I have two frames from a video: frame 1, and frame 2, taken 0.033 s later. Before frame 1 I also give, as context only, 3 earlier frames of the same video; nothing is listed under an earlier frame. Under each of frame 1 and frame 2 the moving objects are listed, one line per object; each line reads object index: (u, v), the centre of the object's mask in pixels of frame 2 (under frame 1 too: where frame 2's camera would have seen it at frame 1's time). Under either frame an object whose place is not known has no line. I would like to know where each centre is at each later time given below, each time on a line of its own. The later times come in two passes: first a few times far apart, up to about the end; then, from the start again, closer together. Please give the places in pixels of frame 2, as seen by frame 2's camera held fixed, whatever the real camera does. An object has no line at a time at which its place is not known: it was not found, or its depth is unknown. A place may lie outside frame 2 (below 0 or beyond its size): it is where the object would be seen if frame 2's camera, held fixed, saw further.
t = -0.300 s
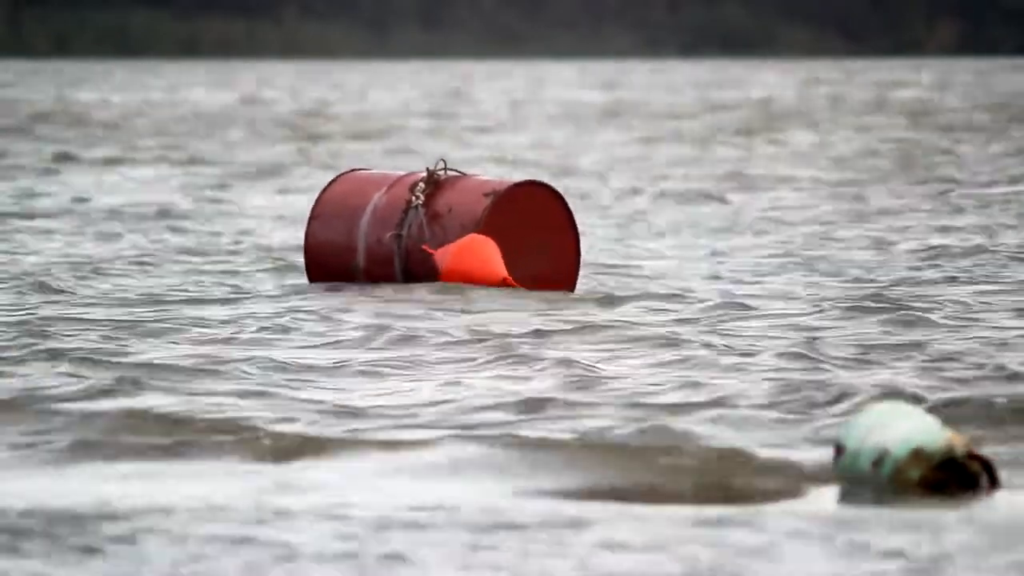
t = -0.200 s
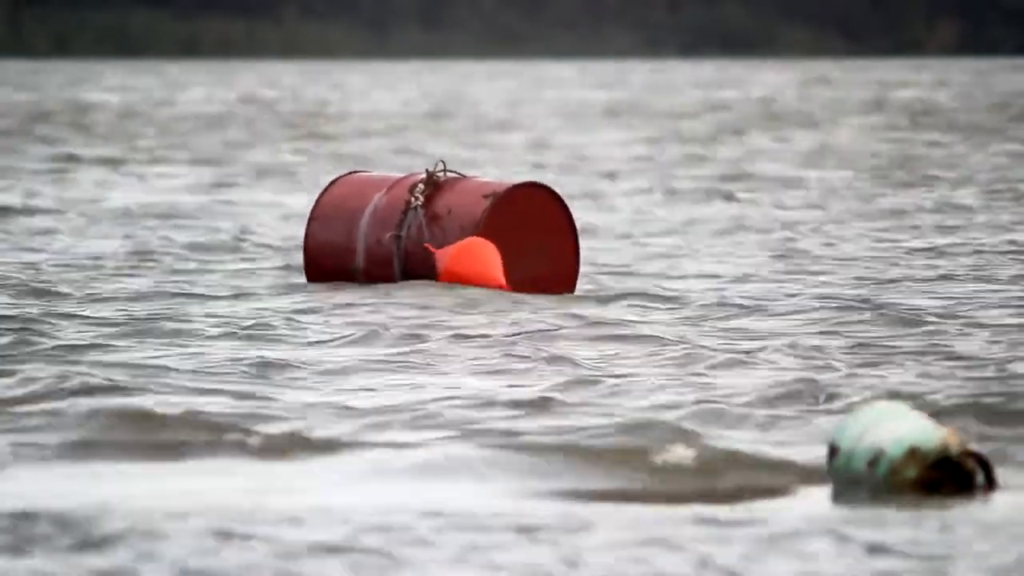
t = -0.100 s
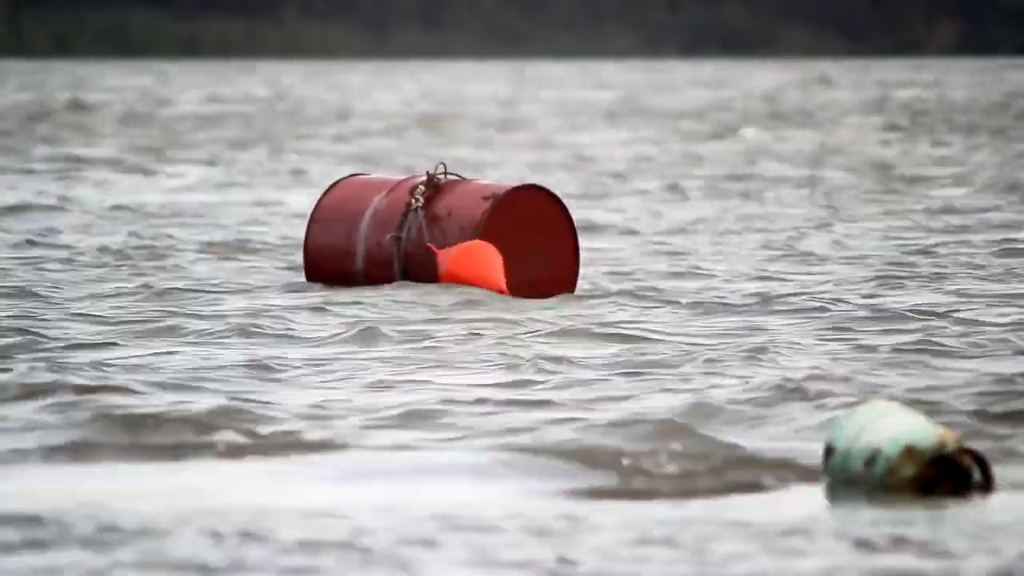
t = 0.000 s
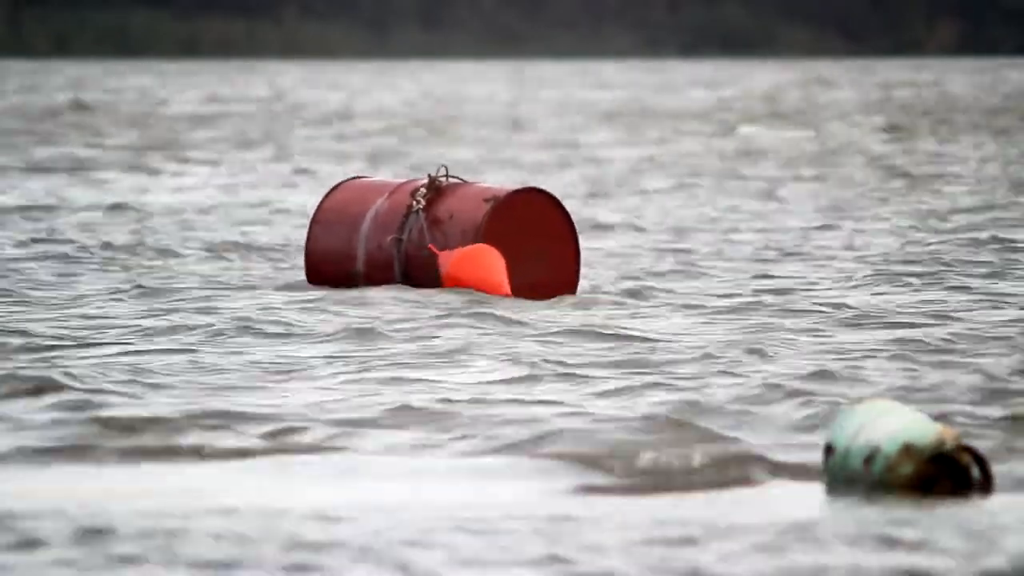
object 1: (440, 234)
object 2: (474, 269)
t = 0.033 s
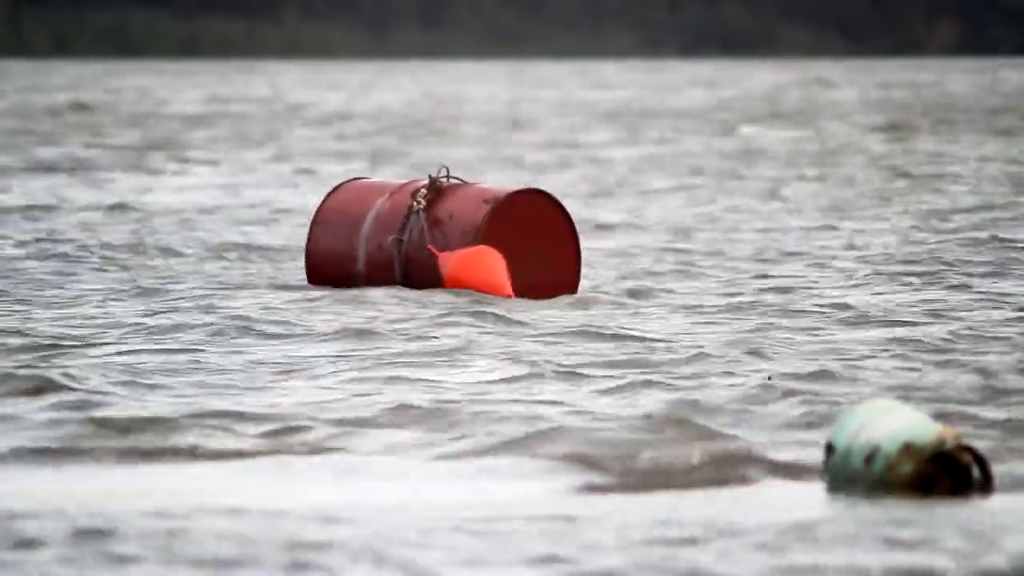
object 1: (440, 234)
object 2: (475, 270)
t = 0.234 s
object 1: (440, 236)
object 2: (474, 274)
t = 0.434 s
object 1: (441, 239)
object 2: (473, 276)
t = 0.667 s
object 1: (441, 238)
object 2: (475, 275)
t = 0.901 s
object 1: (443, 236)
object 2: (474, 272)
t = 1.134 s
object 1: (446, 232)
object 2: (468, 269)
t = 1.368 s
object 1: (446, 231)
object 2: (463, 269)
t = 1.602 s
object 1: (443, 232)
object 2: (462, 269)
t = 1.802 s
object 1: (442, 234)
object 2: (459, 272)
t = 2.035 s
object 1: (444, 234)
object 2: (458, 270)
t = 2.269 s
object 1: (446, 235)
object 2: (457, 270)
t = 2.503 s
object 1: (448, 236)
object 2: (456, 271)
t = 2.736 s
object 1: (448, 236)
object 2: (456, 275)
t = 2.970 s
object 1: (449, 236)
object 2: (457, 274)
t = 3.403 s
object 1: (449, 234)
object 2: (459, 271)
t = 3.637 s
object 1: (450, 231)
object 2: (457, 270)
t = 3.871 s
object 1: (449, 231)
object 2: (457, 270)
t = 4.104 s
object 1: (446, 234)
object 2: (461, 270)
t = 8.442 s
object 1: (446, 235)
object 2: (465, 269)
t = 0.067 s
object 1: (440, 234)
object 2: (476, 271)
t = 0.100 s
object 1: (440, 235)
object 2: (477, 272)
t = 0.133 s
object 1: (439, 235)
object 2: (476, 272)
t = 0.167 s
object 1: (439, 235)
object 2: (475, 273)
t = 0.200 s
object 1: (439, 235)
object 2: (475, 273)
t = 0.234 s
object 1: (440, 236)
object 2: (474, 274)
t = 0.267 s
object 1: (439, 237)
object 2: (473, 274)
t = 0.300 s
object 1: (440, 237)
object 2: (473, 275)
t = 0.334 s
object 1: (440, 238)
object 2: (472, 276)
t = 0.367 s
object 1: (440, 238)
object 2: (472, 276)
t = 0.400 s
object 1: (441, 239)
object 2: (472, 276)
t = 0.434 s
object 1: (441, 239)
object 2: (473, 276)
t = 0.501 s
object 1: (442, 239)
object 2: (473, 276)
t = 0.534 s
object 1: (441, 239)
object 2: (474, 276)
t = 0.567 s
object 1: (442, 239)
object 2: (475, 276)
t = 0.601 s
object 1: (441, 238)
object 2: (475, 276)
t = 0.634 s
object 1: (441, 238)
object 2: (475, 276)
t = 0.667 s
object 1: (441, 238)
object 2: (475, 275)
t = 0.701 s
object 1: (441, 238)
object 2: (475, 274)
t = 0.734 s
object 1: (442, 238)
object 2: (475, 274)
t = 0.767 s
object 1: (442, 237)
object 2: (475, 273)
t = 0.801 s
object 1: (442, 237)
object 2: (475, 273)
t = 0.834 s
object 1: (442, 237)
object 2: (475, 273)
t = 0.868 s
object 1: (442, 236)
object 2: (475, 272)
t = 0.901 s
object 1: (443, 236)
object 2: (474, 272)
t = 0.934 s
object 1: (444, 235)
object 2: (474, 271)
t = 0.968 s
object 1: (445, 235)
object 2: (473, 270)
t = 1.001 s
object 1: (445, 234)
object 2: (473, 270)
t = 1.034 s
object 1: (446, 233)
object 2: (472, 269)
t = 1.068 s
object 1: (446, 233)
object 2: (470, 269)
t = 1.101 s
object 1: (446, 233)
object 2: (469, 269)
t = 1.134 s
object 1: (446, 232)
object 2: (468, 269)
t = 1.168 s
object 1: (446, 232)
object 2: (468, 269)
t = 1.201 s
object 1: (446, 232)
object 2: (467, 269)
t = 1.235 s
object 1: (446, 231)
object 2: (466, 269)
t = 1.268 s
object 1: (446, 231)
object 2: (465, 269)
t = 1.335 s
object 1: (446, 231)
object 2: (463, 269)
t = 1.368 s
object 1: (446, 231)
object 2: (463, 269)
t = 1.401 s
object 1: (446, 231)
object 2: (462, 269)
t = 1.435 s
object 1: (446, 231)
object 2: (462, 269)
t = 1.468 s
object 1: (445, 231)
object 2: (462, 269)
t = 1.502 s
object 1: (445, 231)
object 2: (462, 269)
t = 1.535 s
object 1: (444, 231)
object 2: (462, 269)
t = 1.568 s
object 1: (443, 232)
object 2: (462, 269)
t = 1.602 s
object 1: (443, 232)
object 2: (462, 269)
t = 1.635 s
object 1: (443, 232)
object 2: (461, 270)
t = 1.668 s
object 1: (443, 233)
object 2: (460, 270)
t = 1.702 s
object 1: (442, 233)
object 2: (460, 271)
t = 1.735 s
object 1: (442, 233)
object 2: (460, 271)
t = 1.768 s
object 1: (442, 234)
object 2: (459, 271)
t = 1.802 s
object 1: (442, 234)
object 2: (459, 272)
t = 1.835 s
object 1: (442, 234)
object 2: (459, 271)
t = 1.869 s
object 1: (442, 234)
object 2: (459, 271)
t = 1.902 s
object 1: (443, 234)
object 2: (459, 271)
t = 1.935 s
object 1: (443, 234)
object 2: (459, 271)
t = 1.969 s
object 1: (443, 234)
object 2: (459, 271)
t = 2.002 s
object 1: (443, 234)
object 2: (459, 270)
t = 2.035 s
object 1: (444, 234)
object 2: (458, 270)
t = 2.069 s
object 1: (444, 234)
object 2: (459, 270)
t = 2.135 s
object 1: (445, 234)
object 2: (459, 270)
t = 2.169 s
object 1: (445, 235)
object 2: (459, 270)
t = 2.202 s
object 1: (446, 234)
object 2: (459, 270)
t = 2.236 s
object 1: (446, 234)
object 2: (458, 270)
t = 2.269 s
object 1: (446, 235)
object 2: (457, 270)
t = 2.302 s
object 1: (447, 235)
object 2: (457, 270)
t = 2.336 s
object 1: (447, 236)
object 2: (457, 270)
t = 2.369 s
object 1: (447, 236)
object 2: (457, 270)
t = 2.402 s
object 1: (447, 236)
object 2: (457, 270)
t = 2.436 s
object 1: (448, 236)
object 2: (456, 270)
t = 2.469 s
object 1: (448, 236)
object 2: (456, 271)
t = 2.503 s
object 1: (448, 236)
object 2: (456, 271)
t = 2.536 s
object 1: (449, 236)
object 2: (456, 271)
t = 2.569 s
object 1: (449, 236)
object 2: (456, 272)
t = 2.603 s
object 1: (449, 236)
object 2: (456, 272)
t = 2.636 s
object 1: (449, 236)
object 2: (456, 273)
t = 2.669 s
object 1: (449, 236)
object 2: (456, 273)
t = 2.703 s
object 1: (449, 237)
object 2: (456, 275)
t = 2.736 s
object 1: (448, 236)
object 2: (456, 275)
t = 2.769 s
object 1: (449, 236)
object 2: (456, 276)
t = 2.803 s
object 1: (448, 236)
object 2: (456, 275)
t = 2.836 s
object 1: (449, 236)
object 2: (456, 275)
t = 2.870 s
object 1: (449, 236)
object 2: (456, 274)
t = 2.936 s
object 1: (449, 236)
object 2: (457, 274)
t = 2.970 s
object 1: (449, 236)
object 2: (457, 274)
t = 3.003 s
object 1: (448, 236)
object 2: (458, 274)
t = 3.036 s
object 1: (448, 235)
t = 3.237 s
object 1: (447, 234)
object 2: (460, 270)
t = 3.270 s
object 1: (447, 234)
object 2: (460, 271)
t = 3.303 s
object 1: (448, 234)
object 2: (459, 271)
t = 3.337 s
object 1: (448, 235)
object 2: (460, 271)
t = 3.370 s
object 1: (449, 234)
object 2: (459, 271)
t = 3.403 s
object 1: (449, 234)
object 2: (459, 271)
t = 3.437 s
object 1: (449, 233)
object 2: (458, 271)
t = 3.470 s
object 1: (450, 233)
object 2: (458, 271)
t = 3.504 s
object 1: (450, 233)
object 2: (457, 270)
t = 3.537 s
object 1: (450, 232)
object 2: (457, 270)
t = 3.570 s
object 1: (450, 232)
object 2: (457, 270)
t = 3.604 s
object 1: (449, 231)
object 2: (457, 271)
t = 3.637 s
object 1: (450, 231)
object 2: (457, 270)
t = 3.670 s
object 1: (449, 231)
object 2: (457, 270)
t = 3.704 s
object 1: (449, 231)
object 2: (457, 270)
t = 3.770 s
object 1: (449, 231)
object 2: (457, 270)
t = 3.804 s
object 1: (449, 231)
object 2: (457, 270)
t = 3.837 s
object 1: (449, 231)
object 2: (457, 270)
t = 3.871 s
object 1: (449, 231)
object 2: (457, 270)
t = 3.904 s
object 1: (448, 231)
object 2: (458, 270)
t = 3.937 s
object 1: (448, 232)
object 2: (459, 271)
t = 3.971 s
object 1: (447, 232)
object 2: (459, 270)
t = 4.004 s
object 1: (447, 233)
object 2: (459, 270)
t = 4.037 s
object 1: (447, 233)
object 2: (460, 270)
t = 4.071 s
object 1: (447, 234)
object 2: (461, 270)
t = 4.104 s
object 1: (446, 234)
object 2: (461, 270)
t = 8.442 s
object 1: (446, 235)
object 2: (465, 269)
